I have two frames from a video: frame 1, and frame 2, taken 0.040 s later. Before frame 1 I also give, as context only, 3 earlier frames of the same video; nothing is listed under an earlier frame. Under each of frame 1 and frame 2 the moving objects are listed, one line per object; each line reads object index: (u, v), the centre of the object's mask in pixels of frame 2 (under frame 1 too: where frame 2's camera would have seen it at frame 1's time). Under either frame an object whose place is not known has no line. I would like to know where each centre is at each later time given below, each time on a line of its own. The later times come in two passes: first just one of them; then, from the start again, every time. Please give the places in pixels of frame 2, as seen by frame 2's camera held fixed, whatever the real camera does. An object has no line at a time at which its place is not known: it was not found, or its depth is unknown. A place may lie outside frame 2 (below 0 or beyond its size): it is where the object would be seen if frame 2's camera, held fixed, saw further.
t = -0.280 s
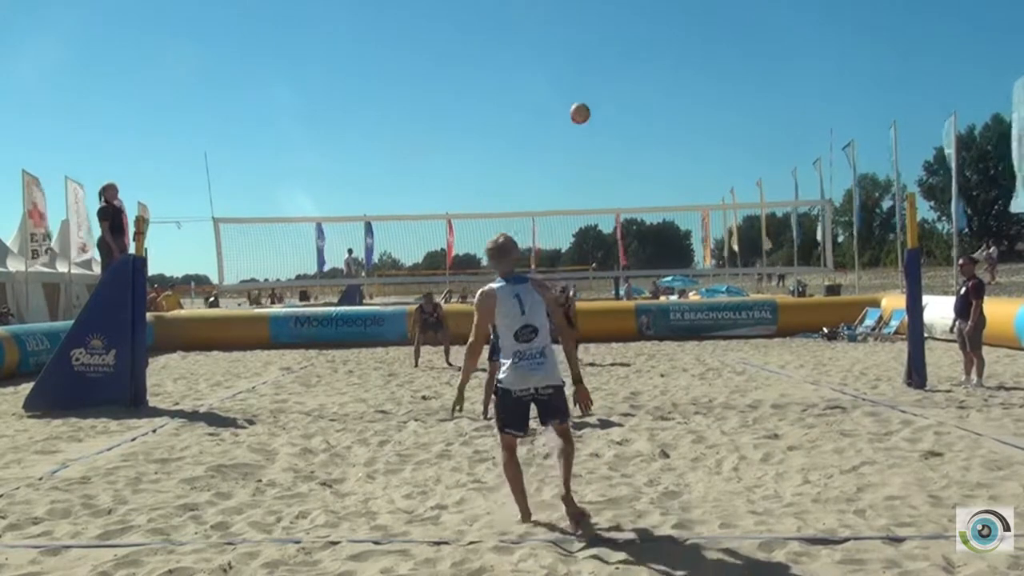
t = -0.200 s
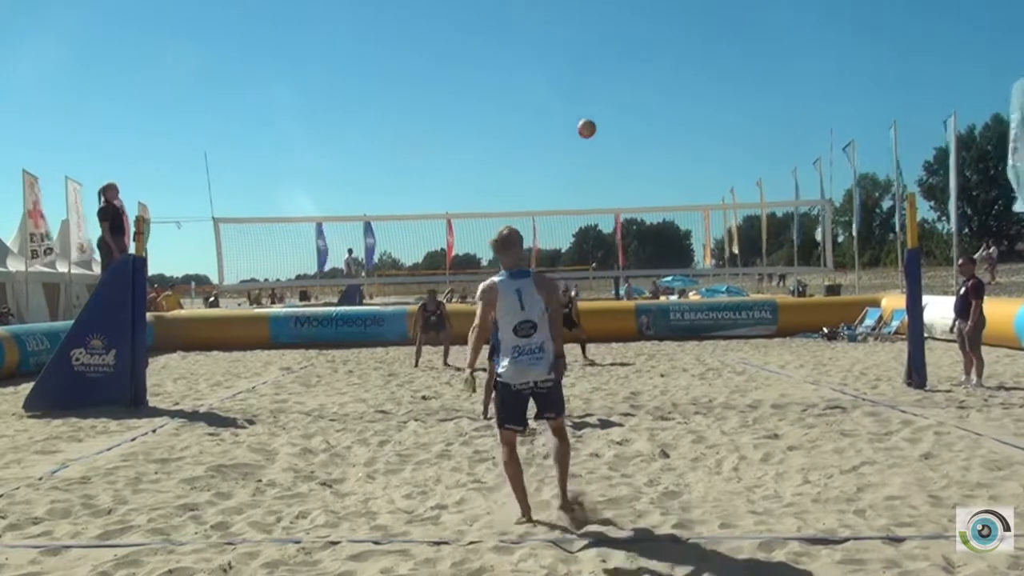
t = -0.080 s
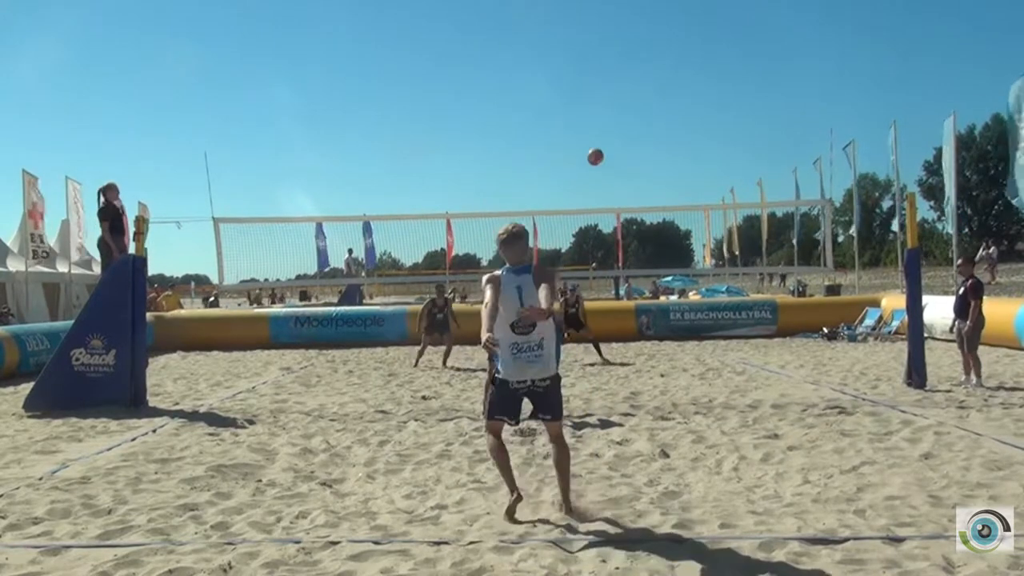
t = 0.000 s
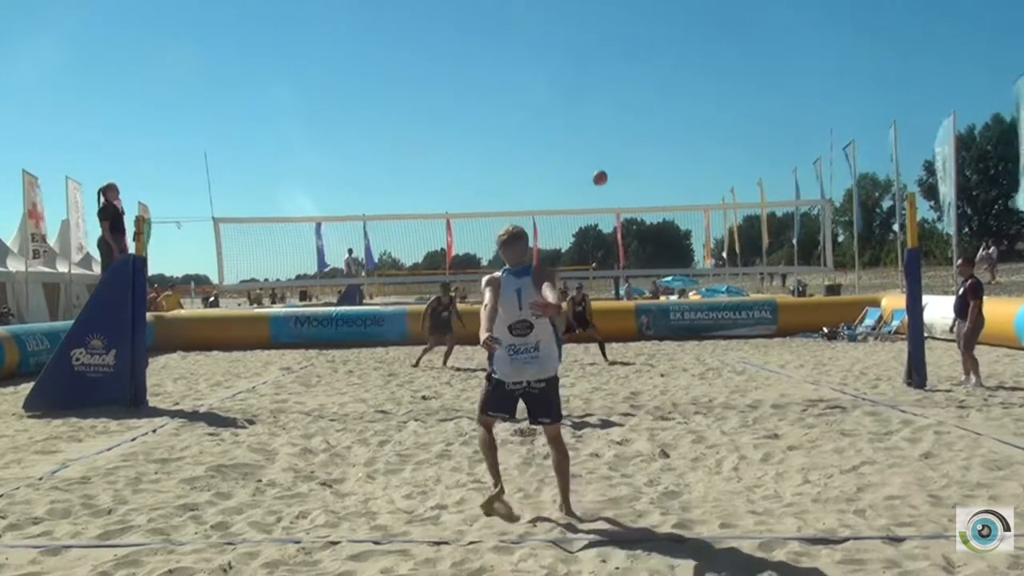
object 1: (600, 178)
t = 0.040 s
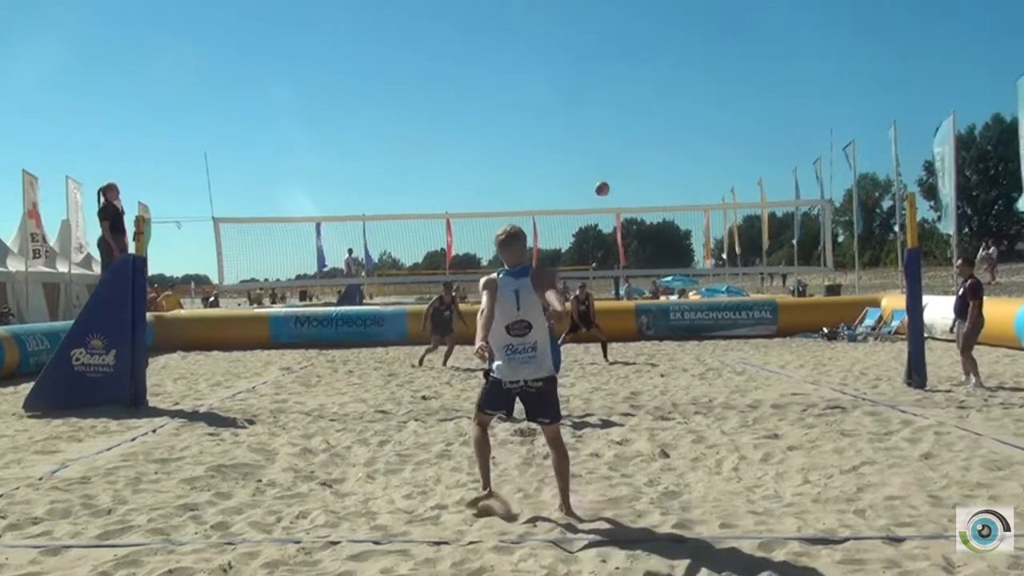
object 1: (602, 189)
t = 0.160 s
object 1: (607, 224)
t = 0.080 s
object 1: (604, 200)
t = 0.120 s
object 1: (606, 212)
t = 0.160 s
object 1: (607, 224)
